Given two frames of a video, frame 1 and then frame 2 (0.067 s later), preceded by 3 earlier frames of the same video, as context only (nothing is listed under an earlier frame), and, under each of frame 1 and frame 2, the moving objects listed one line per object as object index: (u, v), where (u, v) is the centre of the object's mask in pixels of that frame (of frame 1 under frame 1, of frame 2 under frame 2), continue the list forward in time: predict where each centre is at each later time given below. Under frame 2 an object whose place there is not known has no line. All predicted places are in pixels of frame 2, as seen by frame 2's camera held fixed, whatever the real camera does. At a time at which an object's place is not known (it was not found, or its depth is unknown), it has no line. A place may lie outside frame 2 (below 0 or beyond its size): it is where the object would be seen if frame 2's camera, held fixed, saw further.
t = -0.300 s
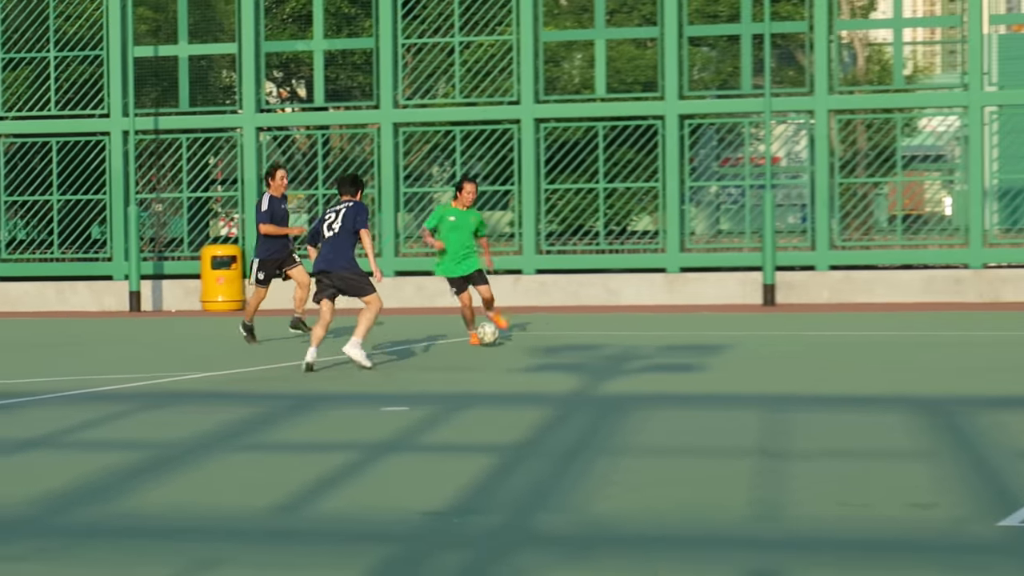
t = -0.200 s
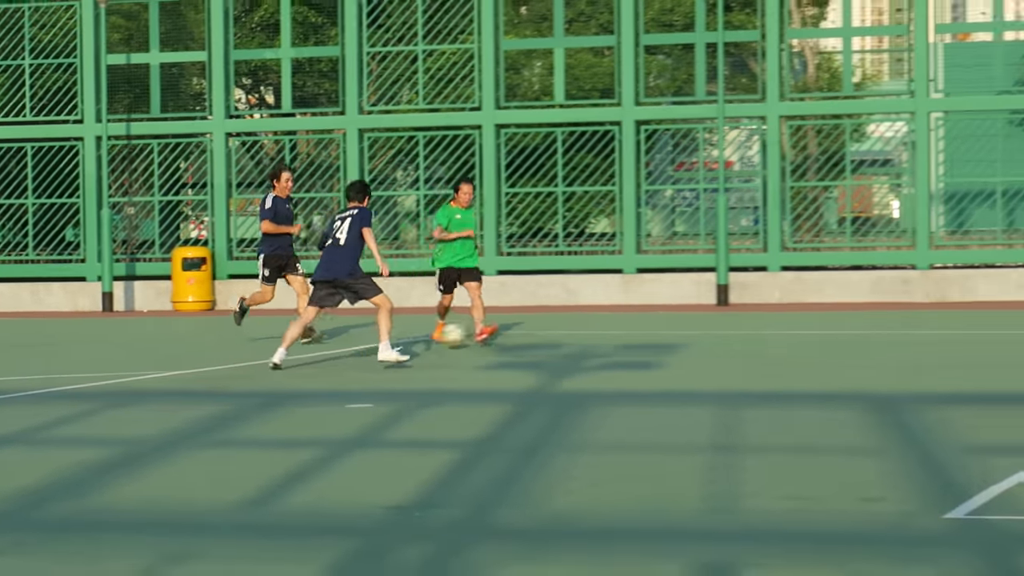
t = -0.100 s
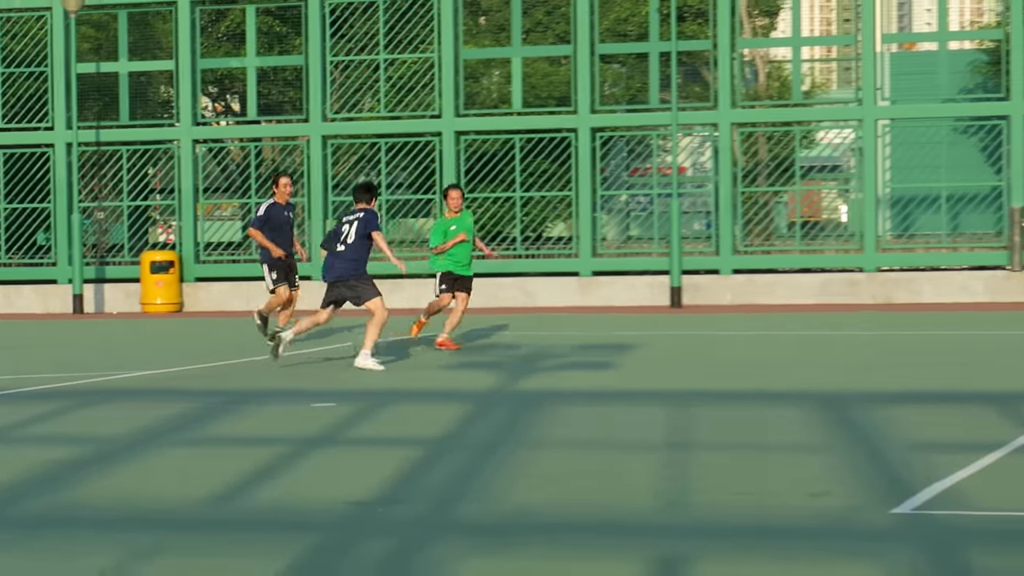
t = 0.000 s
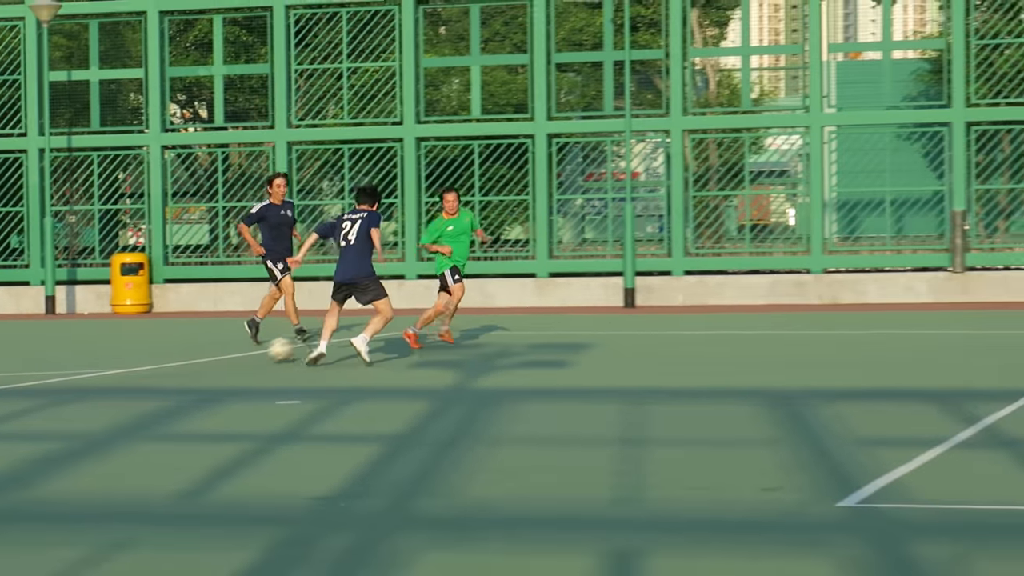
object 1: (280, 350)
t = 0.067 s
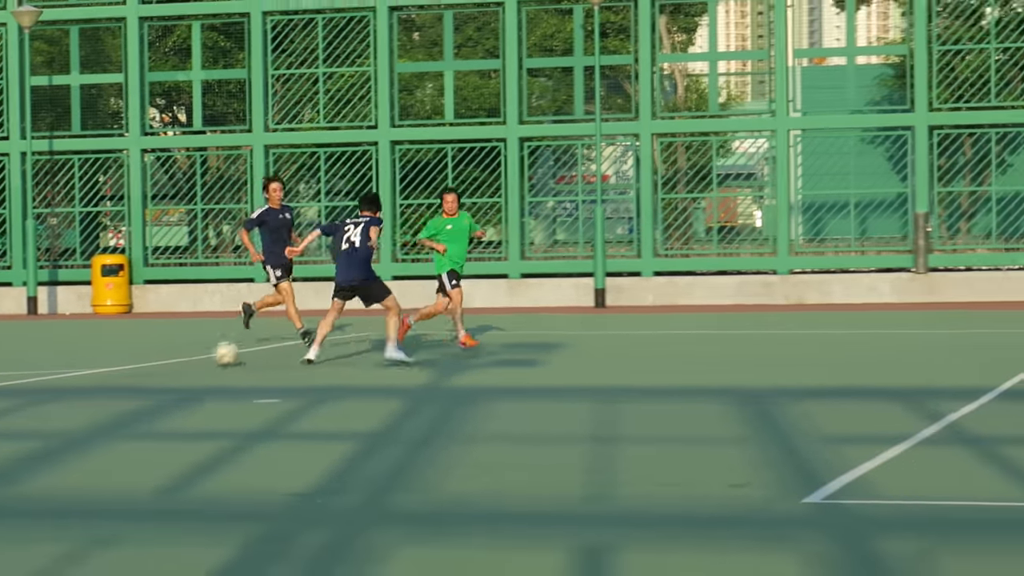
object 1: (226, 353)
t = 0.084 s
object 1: (219, 353)
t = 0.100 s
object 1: (211, 353)
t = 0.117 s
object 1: (204, 353)
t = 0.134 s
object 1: (197, 353)
